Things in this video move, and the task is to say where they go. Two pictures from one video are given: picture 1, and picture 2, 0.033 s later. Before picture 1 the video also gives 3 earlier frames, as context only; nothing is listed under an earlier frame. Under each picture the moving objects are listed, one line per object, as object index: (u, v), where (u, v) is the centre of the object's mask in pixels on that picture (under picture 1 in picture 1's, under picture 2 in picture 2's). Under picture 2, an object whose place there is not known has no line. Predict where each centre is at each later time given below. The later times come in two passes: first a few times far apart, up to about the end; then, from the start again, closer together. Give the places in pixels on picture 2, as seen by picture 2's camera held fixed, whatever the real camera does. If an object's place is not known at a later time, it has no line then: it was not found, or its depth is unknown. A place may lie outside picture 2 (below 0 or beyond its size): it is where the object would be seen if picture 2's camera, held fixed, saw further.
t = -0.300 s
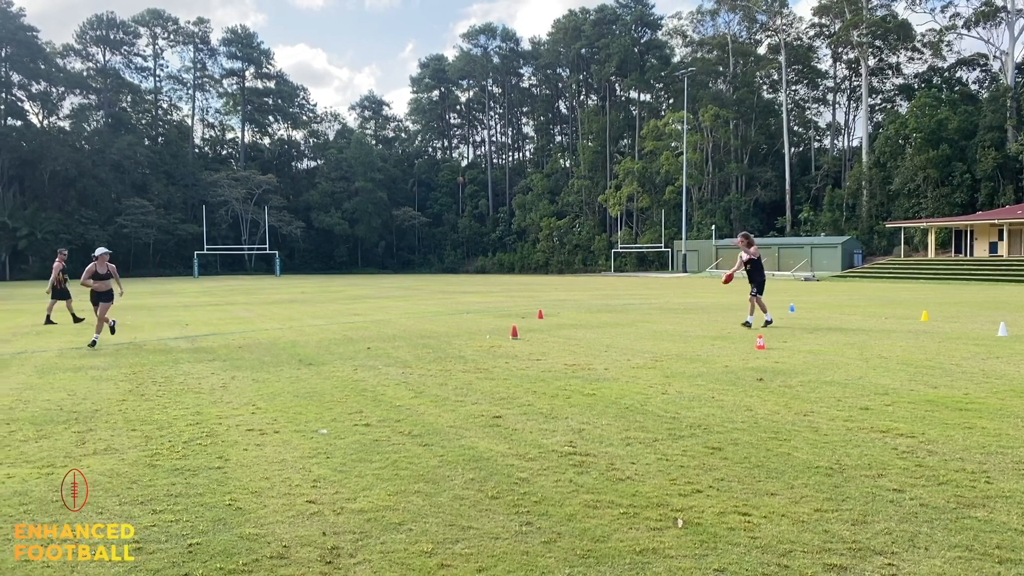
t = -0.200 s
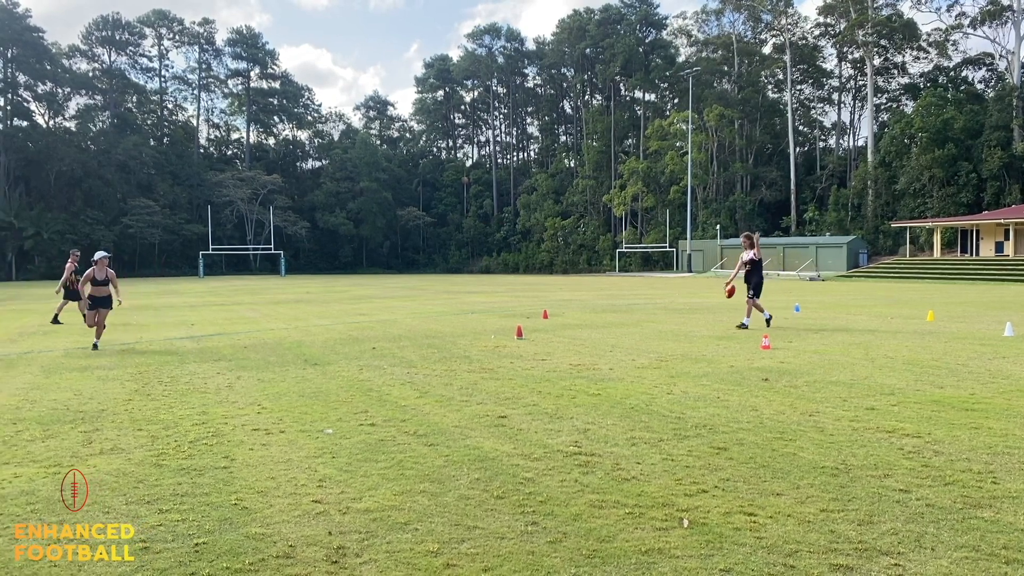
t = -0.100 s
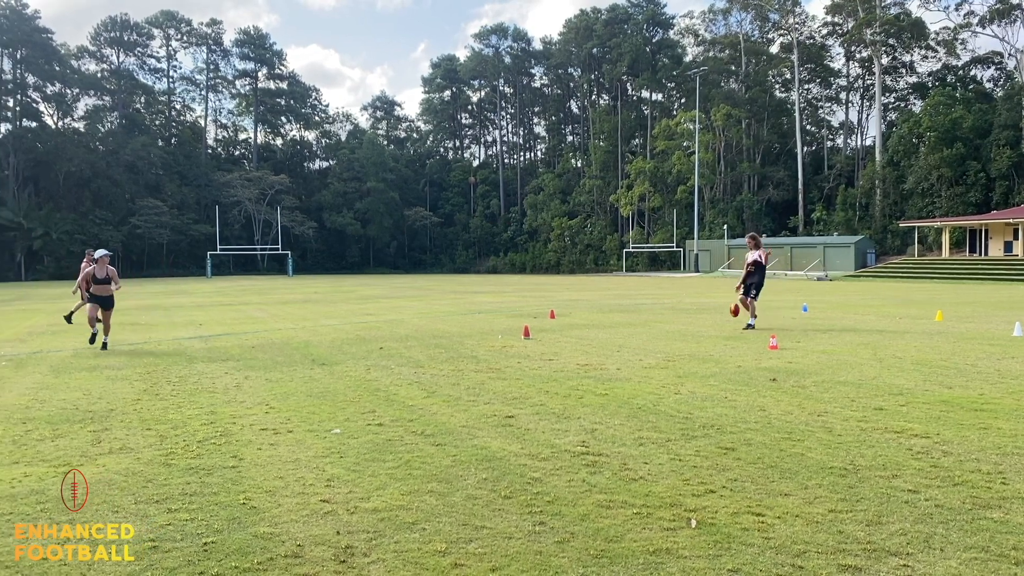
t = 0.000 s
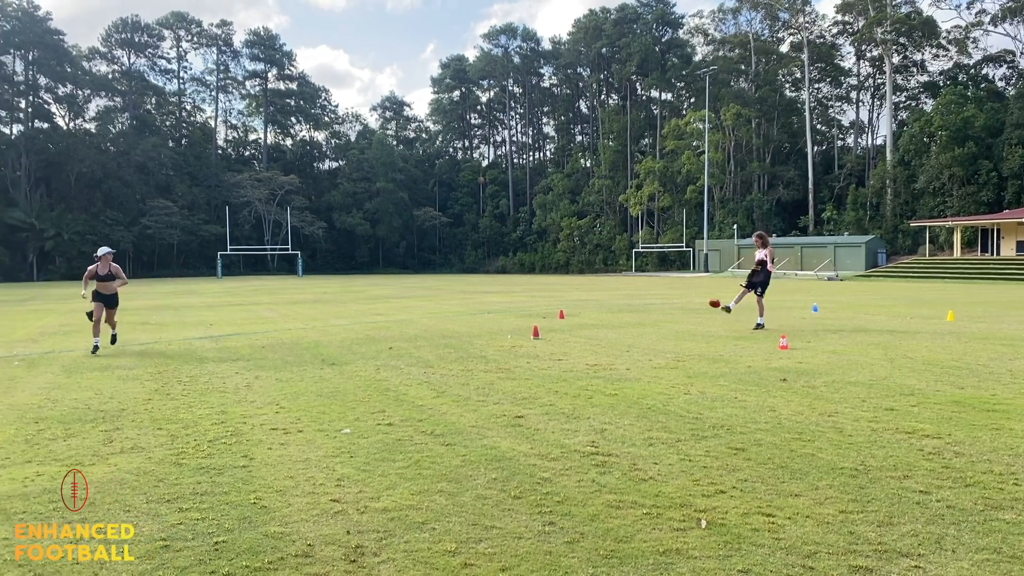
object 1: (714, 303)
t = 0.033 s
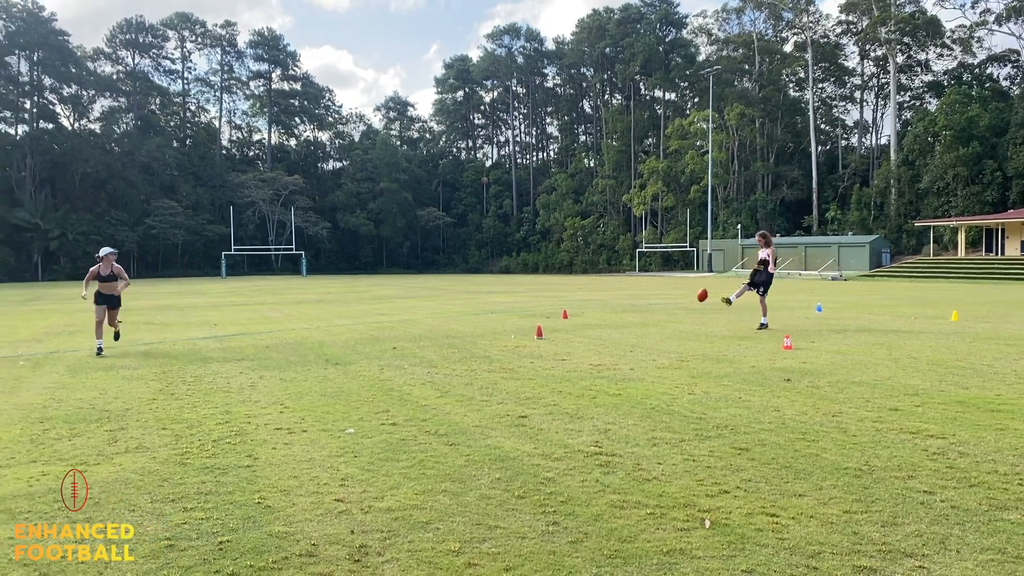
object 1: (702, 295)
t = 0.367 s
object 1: (529, 244)
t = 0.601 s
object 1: (383, 242)
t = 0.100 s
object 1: (671, 280)
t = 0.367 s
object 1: (529, 244)
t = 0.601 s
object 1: (383, 242)
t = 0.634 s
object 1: (360, 244)
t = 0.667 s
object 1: (336, 248)
